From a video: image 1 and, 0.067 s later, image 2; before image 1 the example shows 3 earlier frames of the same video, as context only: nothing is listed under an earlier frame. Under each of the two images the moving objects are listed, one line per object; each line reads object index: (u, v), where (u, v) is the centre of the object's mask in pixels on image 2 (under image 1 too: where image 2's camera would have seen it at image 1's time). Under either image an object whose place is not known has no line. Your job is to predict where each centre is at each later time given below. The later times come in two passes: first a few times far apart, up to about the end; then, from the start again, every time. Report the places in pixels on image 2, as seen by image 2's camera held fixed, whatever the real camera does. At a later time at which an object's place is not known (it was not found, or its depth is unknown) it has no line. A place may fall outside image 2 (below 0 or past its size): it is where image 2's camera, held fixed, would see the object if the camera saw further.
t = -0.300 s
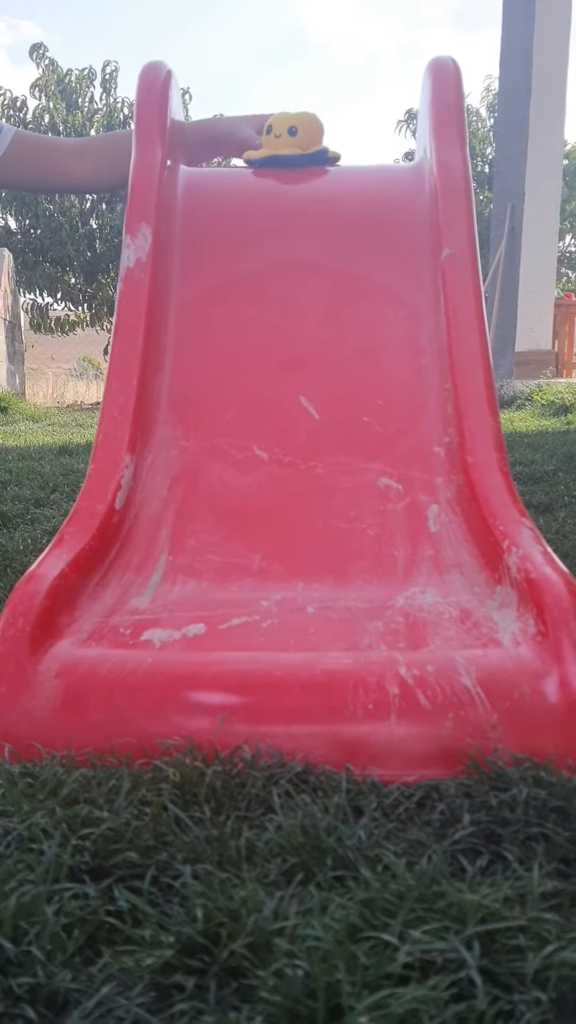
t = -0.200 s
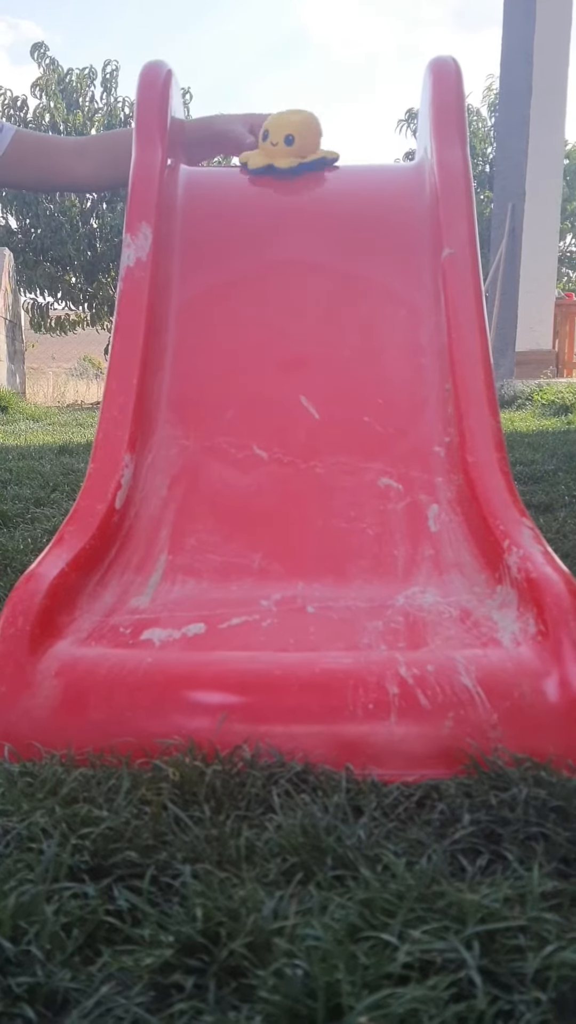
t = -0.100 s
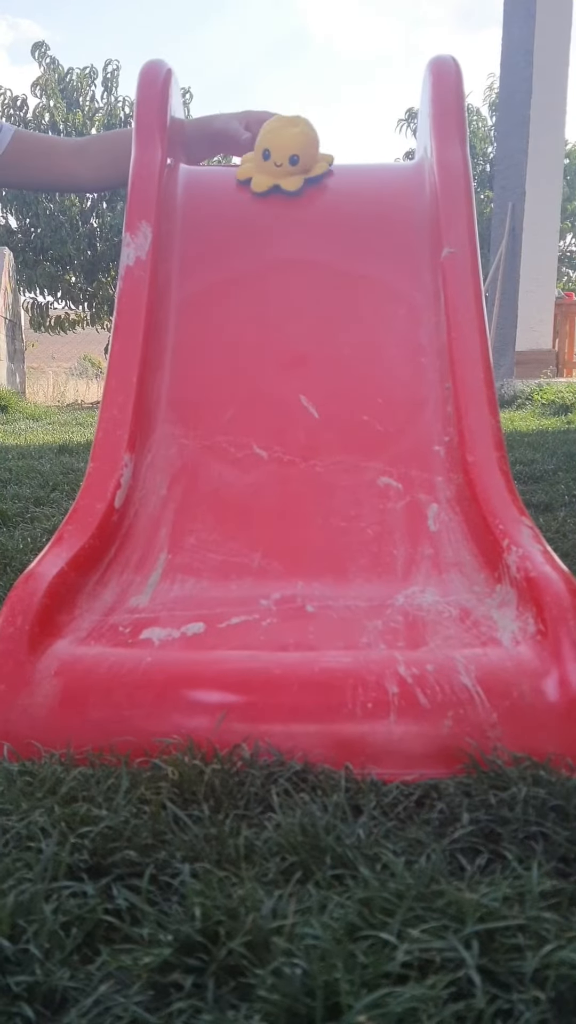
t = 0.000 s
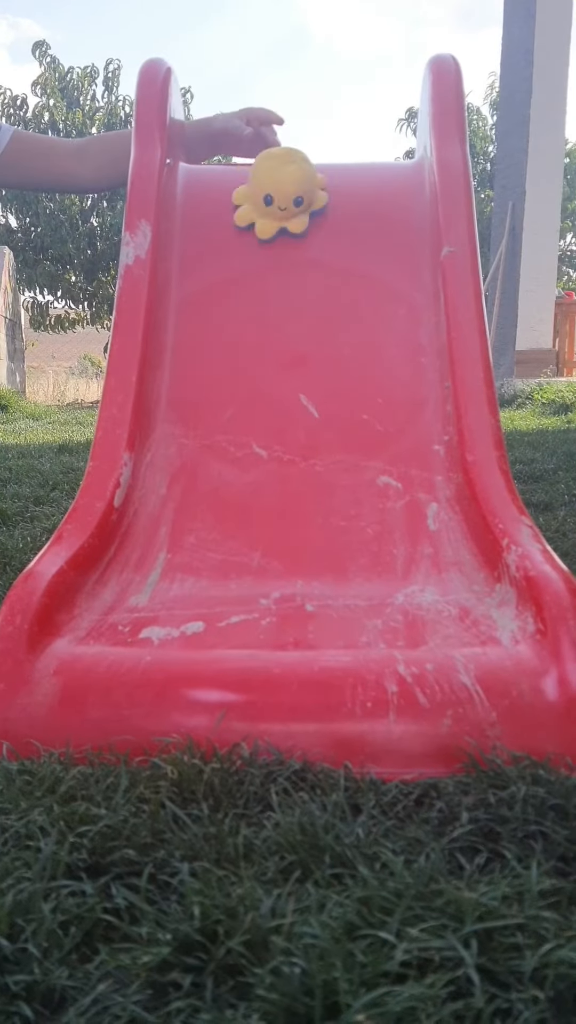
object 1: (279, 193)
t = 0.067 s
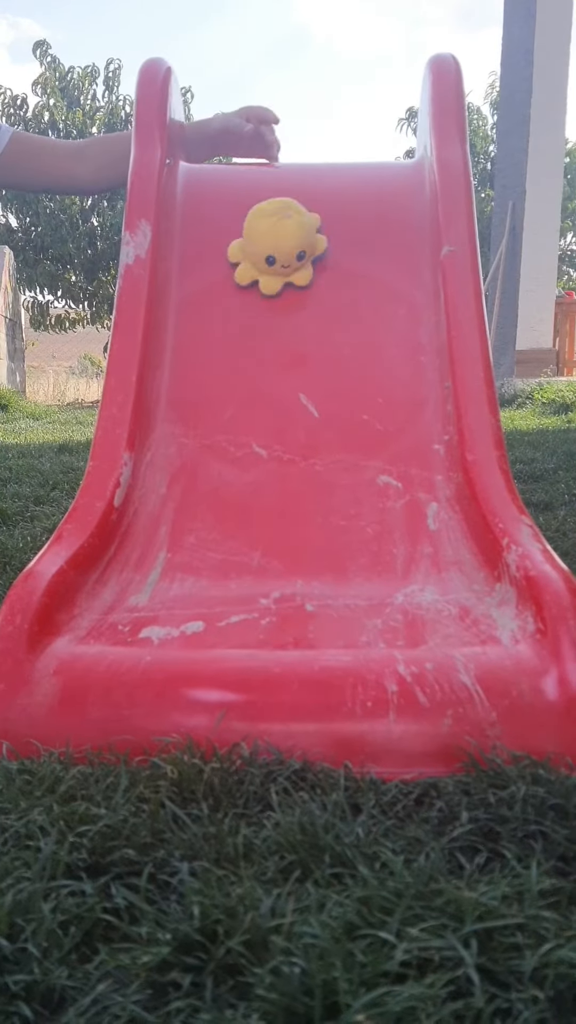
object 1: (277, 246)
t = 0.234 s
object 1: (262, 460)
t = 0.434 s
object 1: (216, 699)
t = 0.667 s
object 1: (198, 754)
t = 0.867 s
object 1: (198, 753)
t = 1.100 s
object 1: (199, 755)
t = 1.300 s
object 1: (199, 753)
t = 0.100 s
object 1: (275, 280)
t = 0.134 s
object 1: (272, 319)
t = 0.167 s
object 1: (270, 361)
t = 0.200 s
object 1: (266, 409)
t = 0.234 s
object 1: (262, 460)
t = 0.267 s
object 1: (257, 514)
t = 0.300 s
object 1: (252, 564)
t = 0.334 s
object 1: (244, 590)
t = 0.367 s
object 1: (235, 615)
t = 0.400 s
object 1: (226, 647)
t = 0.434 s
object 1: (216, 699)
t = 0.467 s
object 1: (205, 755)
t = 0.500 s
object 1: (199, 760)
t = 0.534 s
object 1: (199, 756)
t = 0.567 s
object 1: (199, 753)
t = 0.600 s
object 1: (199, 753)
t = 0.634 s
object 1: (199, 755)
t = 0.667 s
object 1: (198, 754)
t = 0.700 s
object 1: (198, 753)
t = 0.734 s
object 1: (199, 753)
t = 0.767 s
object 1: (199, 753)
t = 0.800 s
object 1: (198, 753)
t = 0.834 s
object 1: (198, 753)
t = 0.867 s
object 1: (198, 753)
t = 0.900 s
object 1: (198, 753)
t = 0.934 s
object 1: (199, 754)
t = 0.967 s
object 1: (199, 754)
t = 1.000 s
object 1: (199, 754)
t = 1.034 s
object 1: (199, 754)
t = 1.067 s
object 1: (199, 754)
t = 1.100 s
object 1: (199, 755)
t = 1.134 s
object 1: (199, 753)
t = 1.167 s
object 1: (199, 755)
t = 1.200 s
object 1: (199, 754)
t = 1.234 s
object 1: (199, 753)
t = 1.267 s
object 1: (199, 753)
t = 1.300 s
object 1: (199, 753)
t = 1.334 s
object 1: (199, 753)
